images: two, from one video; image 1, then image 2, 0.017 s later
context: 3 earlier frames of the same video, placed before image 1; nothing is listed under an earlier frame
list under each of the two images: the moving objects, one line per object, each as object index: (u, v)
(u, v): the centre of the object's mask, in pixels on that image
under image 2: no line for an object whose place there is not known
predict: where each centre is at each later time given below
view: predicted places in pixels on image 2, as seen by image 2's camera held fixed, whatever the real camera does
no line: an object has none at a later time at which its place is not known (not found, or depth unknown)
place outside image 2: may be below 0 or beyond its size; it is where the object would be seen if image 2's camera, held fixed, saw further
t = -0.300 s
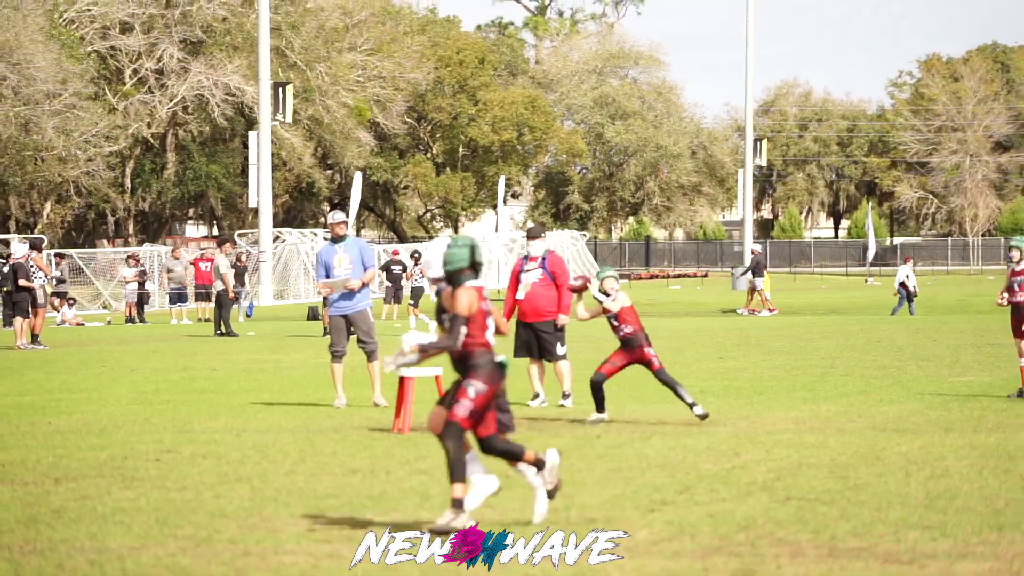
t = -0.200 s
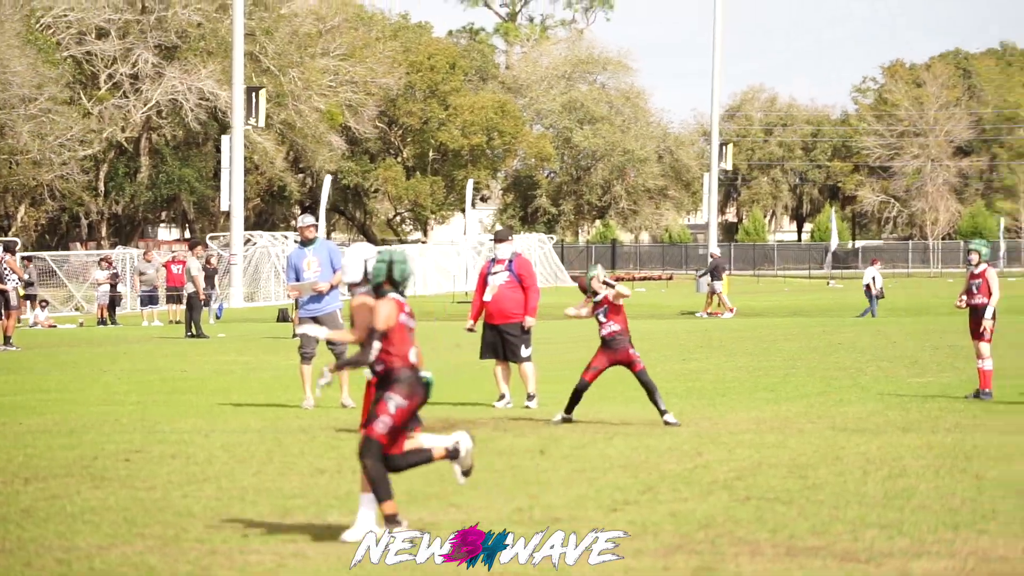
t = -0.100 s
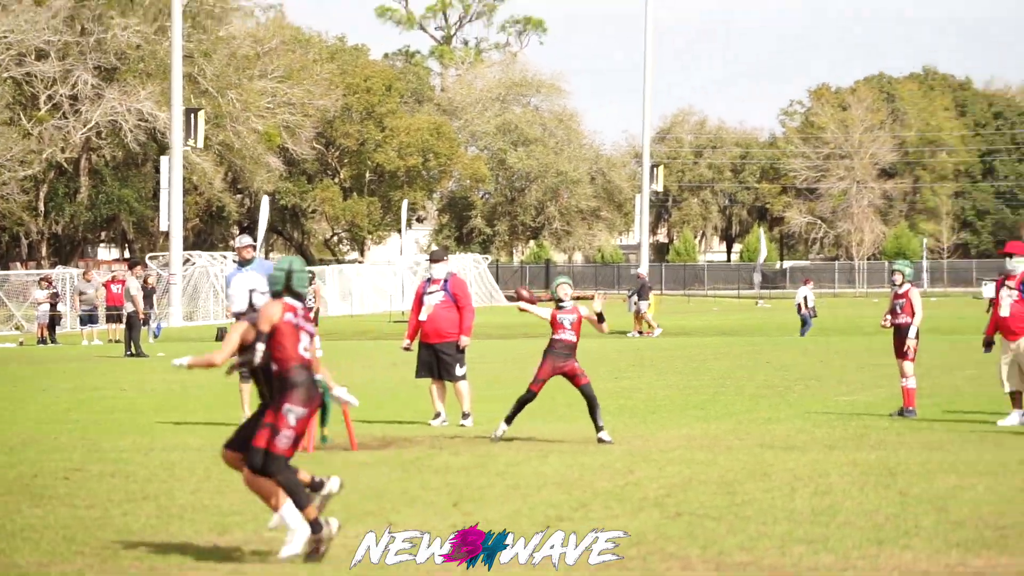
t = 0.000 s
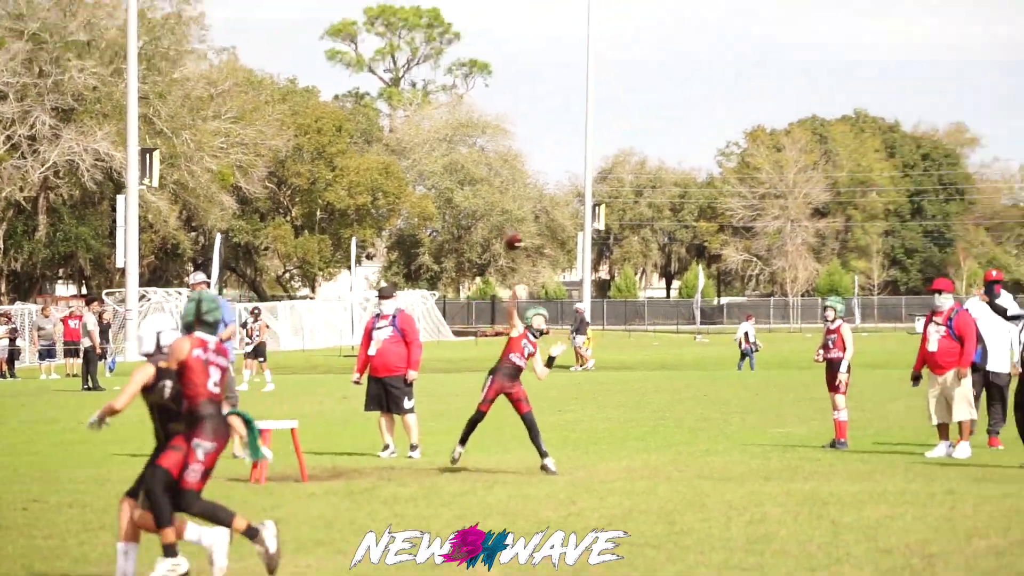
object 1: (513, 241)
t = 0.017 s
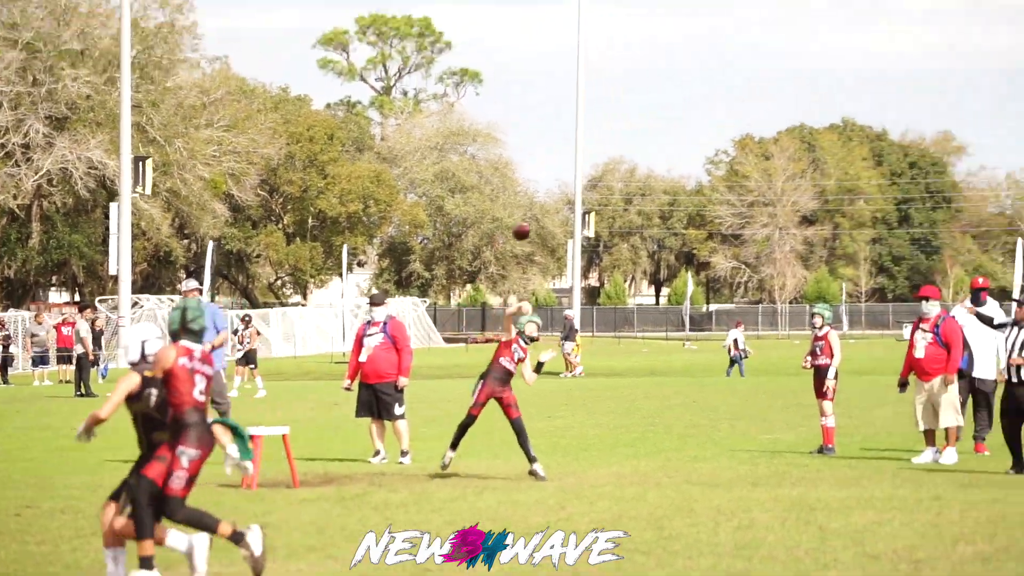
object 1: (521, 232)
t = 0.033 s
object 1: (540, 215)
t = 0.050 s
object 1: (557, 198)
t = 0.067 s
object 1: (574, 181)
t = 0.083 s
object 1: (592, 163)
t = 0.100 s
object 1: (610, 147)
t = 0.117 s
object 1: (628, 131)
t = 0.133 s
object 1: (646, 117)
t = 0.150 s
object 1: (666, 101)
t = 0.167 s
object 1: (684, 87)
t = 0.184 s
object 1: (702, 71)
